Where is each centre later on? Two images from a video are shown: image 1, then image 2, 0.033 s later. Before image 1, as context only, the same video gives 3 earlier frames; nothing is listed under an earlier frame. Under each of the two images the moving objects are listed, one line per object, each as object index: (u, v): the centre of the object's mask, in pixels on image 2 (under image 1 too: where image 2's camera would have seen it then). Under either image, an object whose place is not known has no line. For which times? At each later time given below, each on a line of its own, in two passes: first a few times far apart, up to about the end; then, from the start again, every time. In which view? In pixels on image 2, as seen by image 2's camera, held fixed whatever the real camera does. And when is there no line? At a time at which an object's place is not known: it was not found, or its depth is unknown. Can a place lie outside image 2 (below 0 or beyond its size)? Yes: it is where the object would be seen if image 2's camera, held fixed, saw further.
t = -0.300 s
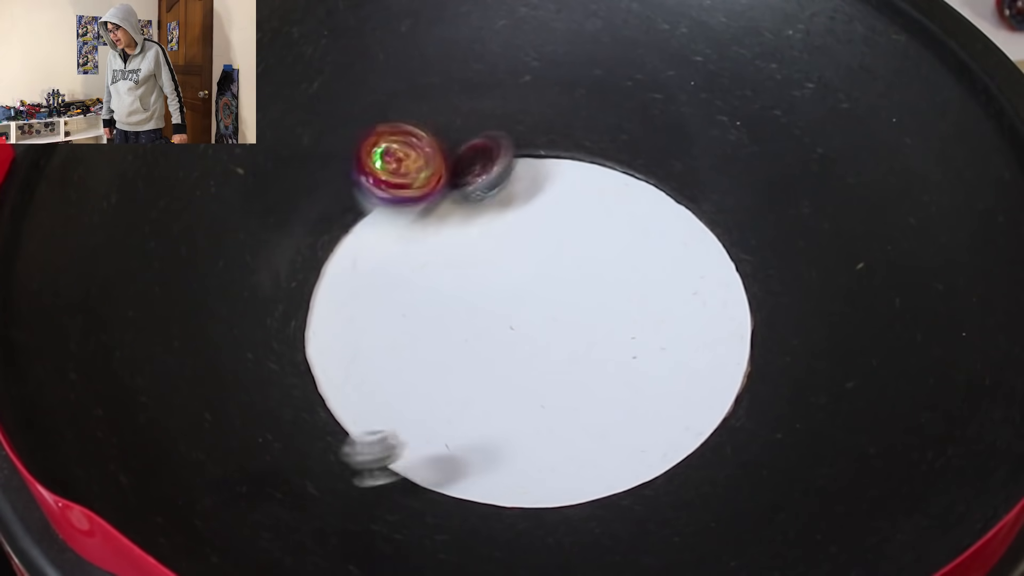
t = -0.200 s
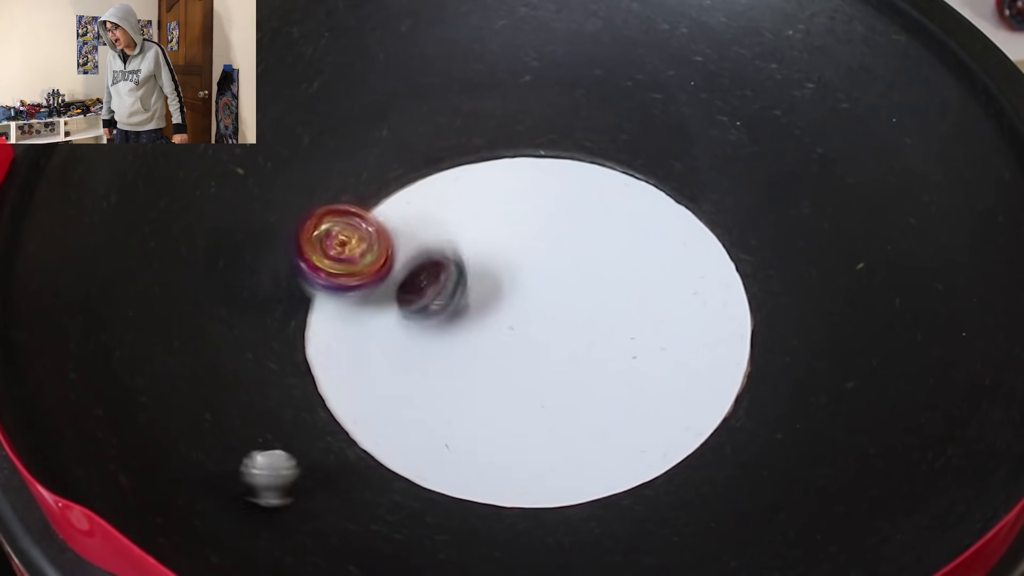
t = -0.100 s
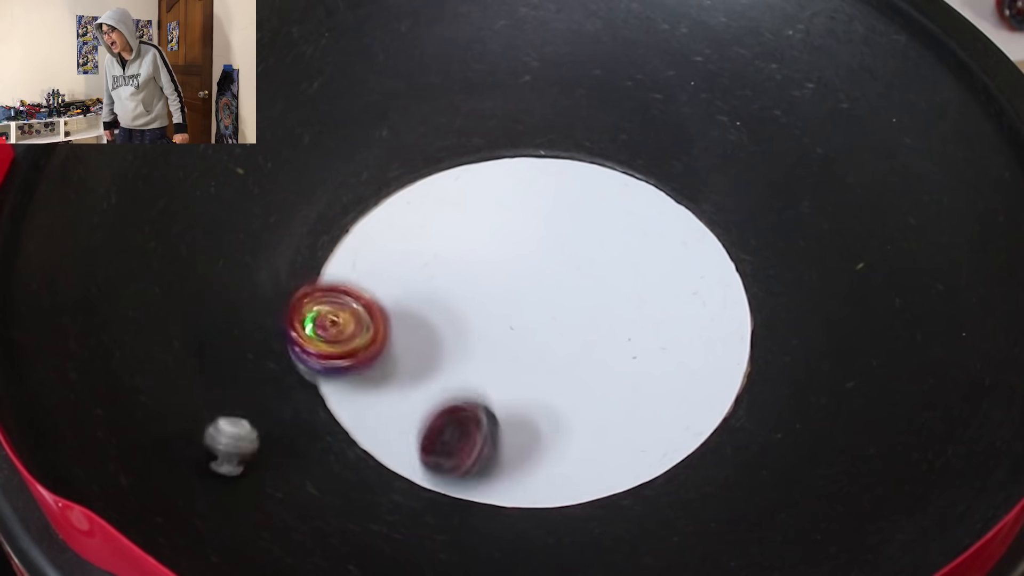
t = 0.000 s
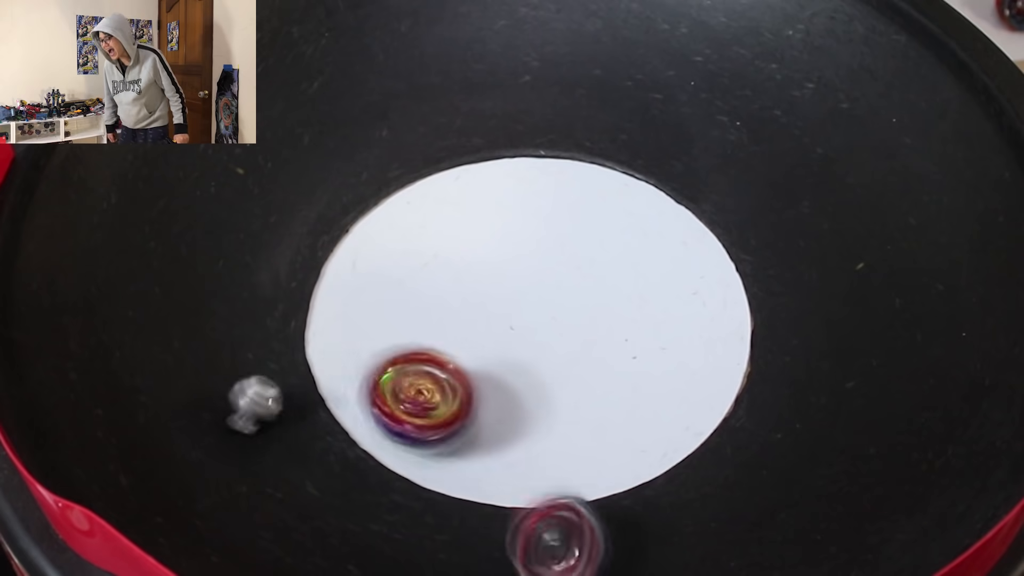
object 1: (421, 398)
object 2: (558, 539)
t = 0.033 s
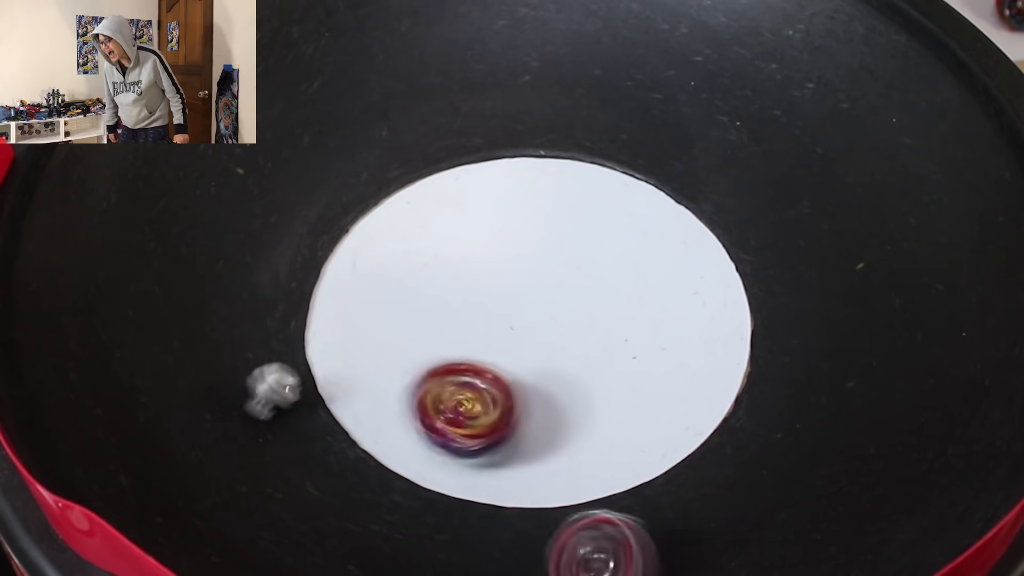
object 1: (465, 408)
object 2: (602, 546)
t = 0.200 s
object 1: (686, 333)
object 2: (818, 529)
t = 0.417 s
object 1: (632, 162)
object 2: (812, 260)
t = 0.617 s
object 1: (455, 165)
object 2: (515, 41)
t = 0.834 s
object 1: (417, 379)
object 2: (233, 267)
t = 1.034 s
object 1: (651, 429)
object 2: (329, 483)
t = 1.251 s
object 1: (704, 245)
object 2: (714, 427)
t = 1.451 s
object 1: (474, 163)
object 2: (817, 174)
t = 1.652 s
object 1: (321, 314)
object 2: (558, 39)
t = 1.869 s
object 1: (574, 457)
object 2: (237, 160)
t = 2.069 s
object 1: (742, 271)
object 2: (224, 356)
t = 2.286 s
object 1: (515, 131)
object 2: (463, 464)
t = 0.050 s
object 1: (491, 411)
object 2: (625, 550)
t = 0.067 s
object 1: (516, 409)
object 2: (650, 552)
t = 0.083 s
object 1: (542, 408)
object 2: (675, 554)
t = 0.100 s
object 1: (566, 402)
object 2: (699, 554)
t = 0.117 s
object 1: (589, 396)
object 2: (722, 551)
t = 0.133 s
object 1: (612, 386)
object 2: (743, 550)
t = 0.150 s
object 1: (633, 376)
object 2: (766, 547)
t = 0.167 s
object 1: (653, 363)
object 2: (785, 542)
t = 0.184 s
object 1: (670, 349)
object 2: (804, 538)
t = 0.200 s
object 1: (686, 333)
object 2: (818, 529)
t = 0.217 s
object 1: (699, 317)
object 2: (831, 519)
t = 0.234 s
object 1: (712, 297)
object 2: (842, 501)
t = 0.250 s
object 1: (719, 278)
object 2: (851, 484)
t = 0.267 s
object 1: (727, 259)
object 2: (859, 467)
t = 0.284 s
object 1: (730, 241)
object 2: (862, 443)
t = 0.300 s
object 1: (730, 224)
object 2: (864, 426)
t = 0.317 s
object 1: (721, 211)
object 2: (863, 401)
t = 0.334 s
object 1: (709, 202)
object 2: (859, 377)
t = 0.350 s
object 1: (697, 194)
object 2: (855, 356)
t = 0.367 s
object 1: (680, 185)
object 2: (848, 333)
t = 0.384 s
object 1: (664, 177)
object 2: (838, 311)
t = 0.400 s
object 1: (649, 169)
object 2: (826, 283)
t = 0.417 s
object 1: (632, 162)
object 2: (812, 260)
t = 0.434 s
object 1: (618, 155)
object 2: (794, 234)
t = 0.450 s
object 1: (605, 148)
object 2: (774, 211)
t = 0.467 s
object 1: (593, 143)
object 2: (750, 184)
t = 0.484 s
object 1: (578, 140)
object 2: (729, 165)
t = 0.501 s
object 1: (563, 137)
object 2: (704, 143)
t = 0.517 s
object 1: (548, 137)
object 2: (680, 125)
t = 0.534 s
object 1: (531, 138)
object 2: (651, 107)
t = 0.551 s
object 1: (516, 140)
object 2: (627, 91)
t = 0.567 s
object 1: (500, 144)
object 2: (601, 75)
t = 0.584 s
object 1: (484, 149)
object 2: (574, 60)
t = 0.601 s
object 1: (468, 156)
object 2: (545, 46)
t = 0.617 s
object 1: (455, 165)
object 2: (515, 41)
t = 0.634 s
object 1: (441, 176)
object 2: (492, 64)
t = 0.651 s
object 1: (428, 188)
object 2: (464, 73)
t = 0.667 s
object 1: (416, 201)
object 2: (435, 85)
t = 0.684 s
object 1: (406, 217)
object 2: (409, 102)
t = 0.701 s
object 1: (398, 233)
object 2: (378, 122)
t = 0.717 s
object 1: (391, 251)
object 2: (352, 147)
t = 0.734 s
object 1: (387, 268)
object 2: (324, 176)
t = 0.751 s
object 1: (386, 287)
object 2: (294, 209)
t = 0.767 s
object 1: (388, 306)
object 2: (280, 221)
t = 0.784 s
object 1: (391, 324)
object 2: (267, 226)
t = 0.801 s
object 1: (398, 342)
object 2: (253, 223)
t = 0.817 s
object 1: (405, 361)
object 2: (243, 251)
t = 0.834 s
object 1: (417, 379)
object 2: (233, 267)
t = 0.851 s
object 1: (430, 395)
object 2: (224, 288)
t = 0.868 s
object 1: (446, 411)
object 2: (215, 313)
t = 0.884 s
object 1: (464, 424)
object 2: (208, 340)
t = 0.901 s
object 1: (486, 436)
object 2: (213, 351)
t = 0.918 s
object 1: (509, 445)
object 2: (222, 356)
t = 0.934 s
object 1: (532, 452)
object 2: (233, 364)
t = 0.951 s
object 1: (557, 460)
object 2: (246, 376)
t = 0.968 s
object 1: (579, 461)
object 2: (260, 394)
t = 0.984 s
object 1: (597, 453)
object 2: (276, 413)
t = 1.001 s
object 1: (617, 443)
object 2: (293, 436)
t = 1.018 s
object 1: (634, 435)
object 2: (312, 463)
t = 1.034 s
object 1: (651, 429)
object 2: (329, 483)
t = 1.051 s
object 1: (667, 417)
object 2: (356, 483)
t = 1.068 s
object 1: (680, 404)
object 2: (386, 480)
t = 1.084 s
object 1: (695, 394)
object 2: (413, 481)
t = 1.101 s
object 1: (704, 381)
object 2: (447, 483)
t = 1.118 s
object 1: (715, 367)
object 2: (481, 493)
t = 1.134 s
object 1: (722, 353)
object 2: (510, 501)
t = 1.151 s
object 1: (727, 338)
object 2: (539, 497)
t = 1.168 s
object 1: (729, 322)
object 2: (572, 489)
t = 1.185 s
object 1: (730, 306)
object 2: (599, 481)
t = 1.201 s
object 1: (726, 291)
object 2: (629, 470)
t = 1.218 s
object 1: (721, 275)
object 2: (659, 454)
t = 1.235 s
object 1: (713, 260)
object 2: (682, 441)
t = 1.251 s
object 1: (704, 245)
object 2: (714, 427)
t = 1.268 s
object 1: (692, 232)
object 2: (732, 406)
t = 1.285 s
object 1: (679, 220)
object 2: (755, 390)
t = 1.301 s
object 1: (663, 209)
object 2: (767, 371)
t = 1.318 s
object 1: (647, 198)
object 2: (787, 348)
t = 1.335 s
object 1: (627, 189)
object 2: (798, 328)
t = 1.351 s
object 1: (609, 182)
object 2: (811, 305)
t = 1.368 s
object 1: (587, 175)
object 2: (818, 285)
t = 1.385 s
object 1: (566, 171)
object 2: (820, 260)
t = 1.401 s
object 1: (542, 167)
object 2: (828, 240)
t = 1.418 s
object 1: (520, 164)
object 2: (827, 221)
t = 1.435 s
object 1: (496, 163)
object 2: (818, 187)
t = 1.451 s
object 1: (474, 163)
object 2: (817, 174)
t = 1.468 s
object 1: (450, 164)
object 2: (807, 152)
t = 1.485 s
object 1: (428, 167)
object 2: (798, 133)
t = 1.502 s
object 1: (407, 172)
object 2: (789, 116)
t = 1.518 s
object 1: (387, 178)
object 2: (774, 96)
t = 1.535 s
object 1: (369, 189)
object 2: (762, 85)
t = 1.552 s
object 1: (350, 202)
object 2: (742, 69)
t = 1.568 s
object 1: (339, 217)
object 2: (709, 62)
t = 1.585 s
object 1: (331, 234)
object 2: (685, 56)
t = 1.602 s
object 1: (325, 253)
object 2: (654, 50)
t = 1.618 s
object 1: (321, 271)
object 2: (628, 44)
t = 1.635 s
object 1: (321, 292)
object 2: (591, 42)
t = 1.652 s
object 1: (321, 314)
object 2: (558, 39)
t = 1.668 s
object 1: (325, 335)
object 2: (530, 41)
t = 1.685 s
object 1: (331, 355)
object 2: (496, 42)
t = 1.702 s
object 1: (342, 375)
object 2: (465, 45)
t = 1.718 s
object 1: (353, 393)
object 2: (435, 50)
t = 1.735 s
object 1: (372, 410)
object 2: (407, 55)
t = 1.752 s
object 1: (389, 425)
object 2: (380, 64)
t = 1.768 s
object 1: (413, 439)
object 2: (356, 72)
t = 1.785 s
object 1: (437, 448)
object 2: (333, 81)
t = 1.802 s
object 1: (464, 454)
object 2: (308, 93)
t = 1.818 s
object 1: (490, 460)
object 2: (290, 104)
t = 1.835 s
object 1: (519, 461)
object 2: (278, 117)
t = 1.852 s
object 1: (547, 460)
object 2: (263, 134)
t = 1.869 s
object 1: (574, 457)
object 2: (237, 160)
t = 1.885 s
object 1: (600, 450)
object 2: (220, 170)
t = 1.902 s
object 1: (627, 443)
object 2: (208, 178)
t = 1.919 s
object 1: (652, 430)
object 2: (196, 197)
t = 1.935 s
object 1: (675, 418)
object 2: (188, 215)
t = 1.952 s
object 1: (696, 402)
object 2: (185, 230)
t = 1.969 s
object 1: (712, 386)
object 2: (182, 245)
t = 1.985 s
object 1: (725, 368)
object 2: (183, 263)
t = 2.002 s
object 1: (735, 348)
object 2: (187, 280)
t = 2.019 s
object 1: (740, 327)
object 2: (193, 300)
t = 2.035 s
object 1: (744, 308)
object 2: (201, 320)
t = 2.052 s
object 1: (743, 289)
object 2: (212, 341)
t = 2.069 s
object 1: (742, 271)
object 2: (224, 356)
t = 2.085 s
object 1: (737, 252)
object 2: (237, 370)
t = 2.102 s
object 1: (729, 235)
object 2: (253, 384)
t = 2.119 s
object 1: (719, 219)
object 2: (270, 400)
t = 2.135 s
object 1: (706, 205)
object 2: (288, 413)
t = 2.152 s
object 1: (692, 189)
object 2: (304, 422)
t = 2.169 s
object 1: (677, 175)
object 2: (324, 434)
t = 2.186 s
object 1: (658, 164)
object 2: (343, 442)
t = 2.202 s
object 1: (637, 154)
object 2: (363, 449)
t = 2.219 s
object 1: (615, 144)
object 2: (384, 456)
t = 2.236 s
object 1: (593, 137)
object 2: (403, 460)
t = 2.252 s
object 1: (567, 133)
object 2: (423, 463)
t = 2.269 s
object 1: (542, 130)
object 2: (444, 464)
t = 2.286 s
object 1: (515, 131)
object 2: (463, 464)
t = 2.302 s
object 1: (490, 133)
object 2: (481, 463)
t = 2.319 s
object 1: (463, 139)
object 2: (497, 460)
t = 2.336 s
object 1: (438, 147)
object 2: (513, 456)
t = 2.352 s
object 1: (410, 158)
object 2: (528, 451)
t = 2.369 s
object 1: (388, 169)
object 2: (541, 446)
